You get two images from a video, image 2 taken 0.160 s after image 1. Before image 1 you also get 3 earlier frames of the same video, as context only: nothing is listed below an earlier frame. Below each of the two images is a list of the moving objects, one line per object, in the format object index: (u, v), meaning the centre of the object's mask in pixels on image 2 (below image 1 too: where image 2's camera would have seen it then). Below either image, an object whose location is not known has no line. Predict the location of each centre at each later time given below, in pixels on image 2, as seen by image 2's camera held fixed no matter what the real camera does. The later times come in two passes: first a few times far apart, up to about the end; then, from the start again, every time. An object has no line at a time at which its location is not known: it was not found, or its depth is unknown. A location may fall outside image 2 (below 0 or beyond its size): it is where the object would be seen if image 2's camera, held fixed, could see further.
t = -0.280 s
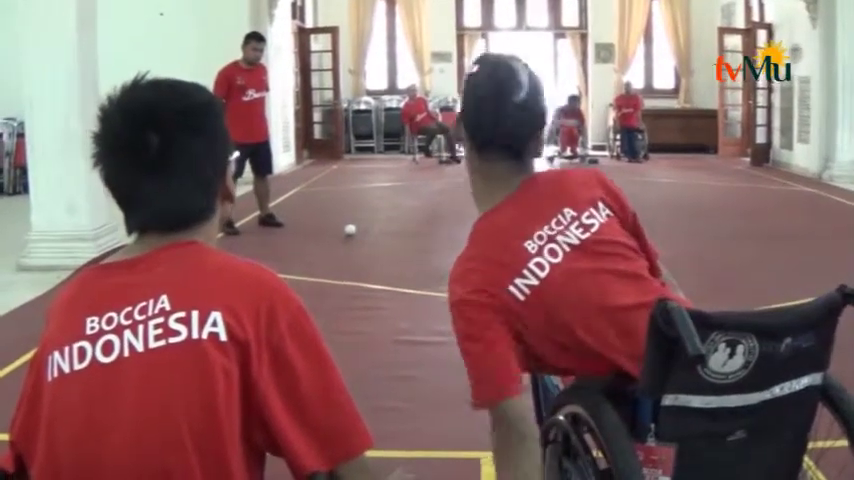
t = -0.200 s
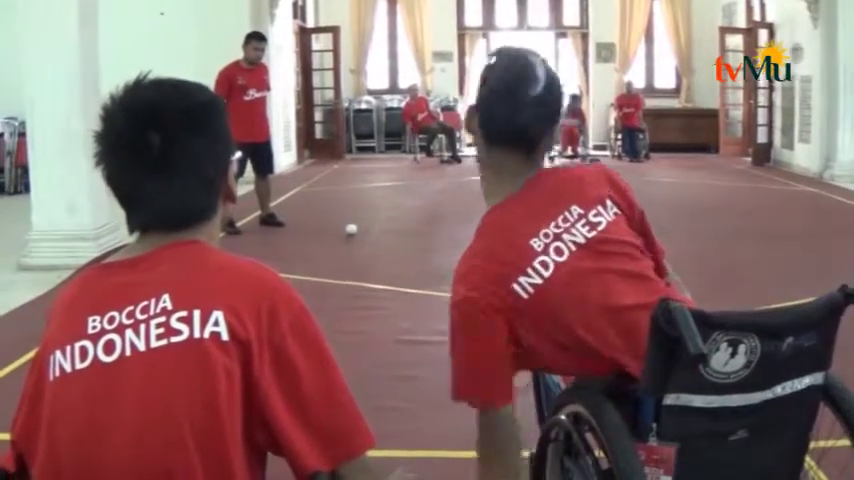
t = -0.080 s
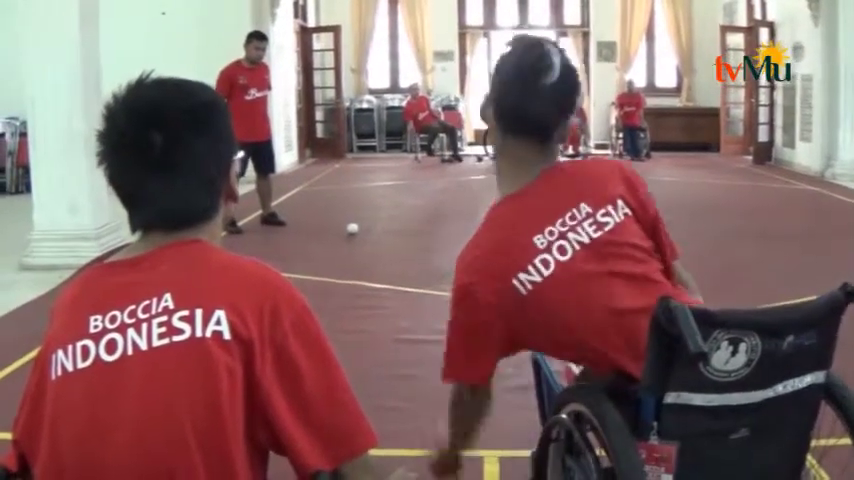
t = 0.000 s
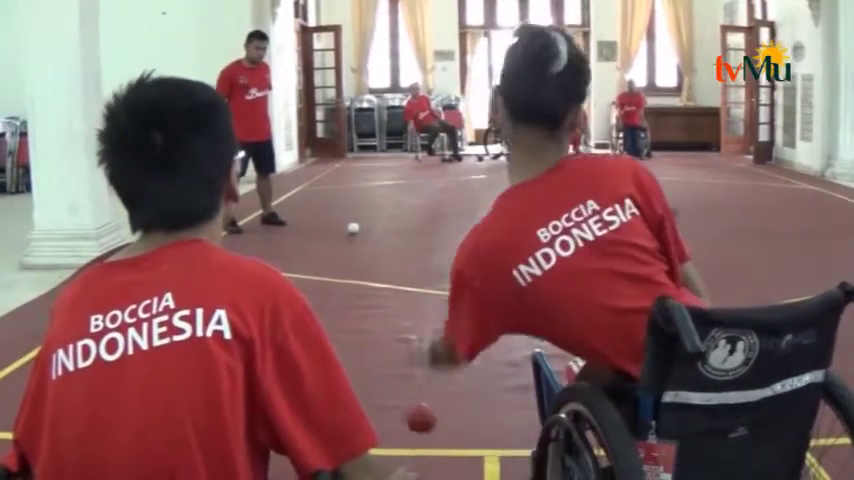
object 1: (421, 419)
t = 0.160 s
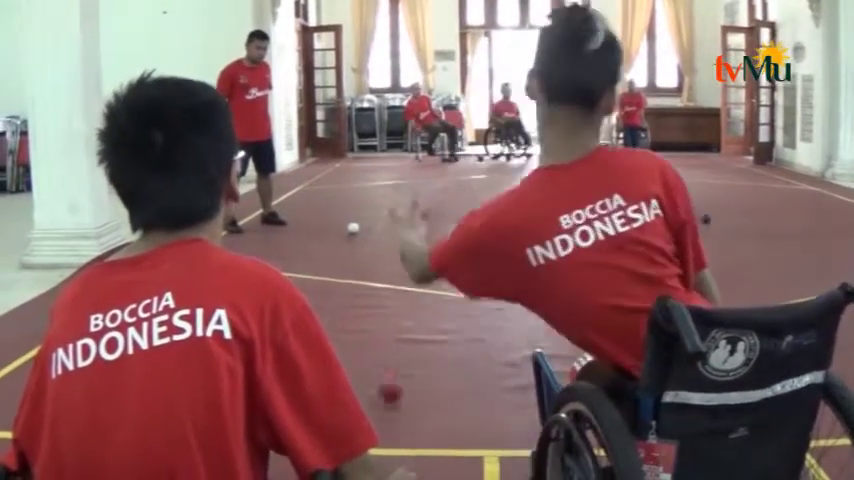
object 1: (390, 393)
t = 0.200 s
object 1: (386, 376)
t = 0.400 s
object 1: (370, 339)
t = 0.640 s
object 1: (356, 310)
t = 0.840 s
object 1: (348, 292)
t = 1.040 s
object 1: (344, 277)
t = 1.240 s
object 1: (338, 266)
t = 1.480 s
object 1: (334, 256)
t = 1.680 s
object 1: (330, 250)
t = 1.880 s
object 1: (327, 244)
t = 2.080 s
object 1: (325, 241)
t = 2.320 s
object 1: (323, 238)
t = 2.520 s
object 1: (322, 237)
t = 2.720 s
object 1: (321, 237)
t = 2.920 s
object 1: (321, 236)
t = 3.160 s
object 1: (321, 236)
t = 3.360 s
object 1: (321, 236)
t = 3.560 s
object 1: (321, 236)
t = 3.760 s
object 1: (321, 236)
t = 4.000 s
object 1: (321, 236)
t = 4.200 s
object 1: (321, 237)
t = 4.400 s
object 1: (321, 237)
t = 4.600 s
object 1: (320, 237)
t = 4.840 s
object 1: (321, 237)
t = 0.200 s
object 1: (386, 376)
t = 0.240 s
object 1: (382, 363)
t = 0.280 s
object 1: (378, 358)
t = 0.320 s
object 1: (376, 355)
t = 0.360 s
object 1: (373, 348)
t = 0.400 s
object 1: (370, 339)
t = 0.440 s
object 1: (367, 333)
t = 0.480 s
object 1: (364, 331)
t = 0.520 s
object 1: (362, 325)
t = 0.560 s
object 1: (360, 319)
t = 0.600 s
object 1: (358, 316)
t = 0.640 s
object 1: (356, 310)
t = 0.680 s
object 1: (355, 305)
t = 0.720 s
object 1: (353, 302)
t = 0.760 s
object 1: (352, 298)
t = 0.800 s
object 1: (350, 295)
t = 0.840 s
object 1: (348, 292)
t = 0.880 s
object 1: (347, 287)
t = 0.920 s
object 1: (347, 285)
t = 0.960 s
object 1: (346, 282)
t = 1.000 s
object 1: (345, 279)
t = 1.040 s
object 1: (344, 277)
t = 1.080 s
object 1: (343, 273)
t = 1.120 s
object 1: (341, 272)
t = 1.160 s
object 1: (339, 270)
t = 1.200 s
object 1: (338, 268)
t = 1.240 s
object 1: (338, 266)
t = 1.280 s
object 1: (338, 265)
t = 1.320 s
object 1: (336, 263)
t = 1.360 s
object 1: (335, 262)
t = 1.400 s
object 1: (334, 259)
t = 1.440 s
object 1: (334, 258)
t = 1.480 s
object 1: (334, 256)
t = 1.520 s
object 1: (333, 254)
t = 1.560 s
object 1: (333, 254)
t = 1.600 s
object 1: (331, 252)
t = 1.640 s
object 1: (331, 251)
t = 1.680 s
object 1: (330, 250)
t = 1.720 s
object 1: (330, 249)
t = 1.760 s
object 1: (329, 248)
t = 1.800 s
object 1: (328, 247)
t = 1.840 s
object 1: (328, 245)
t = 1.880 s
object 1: (327, 244)
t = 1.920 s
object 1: (327, 243)
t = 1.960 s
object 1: (326, 243)
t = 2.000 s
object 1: (326, 243)
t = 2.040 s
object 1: (326, 242)
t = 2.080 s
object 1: (325, 241)
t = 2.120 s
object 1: (325, 241)
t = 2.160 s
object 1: (324, 240)
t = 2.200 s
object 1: (324, 240)
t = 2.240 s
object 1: (324, 240)
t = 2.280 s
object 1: (324, 238)
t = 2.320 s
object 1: (323, 238)
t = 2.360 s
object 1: (323, 238)
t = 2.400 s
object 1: (323, 238)
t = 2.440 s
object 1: (322, 237)
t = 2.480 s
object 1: (322, 238)
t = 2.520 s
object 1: (322, 237)
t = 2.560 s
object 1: (321, 237)
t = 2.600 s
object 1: (322, 237)
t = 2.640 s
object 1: (322, 237)
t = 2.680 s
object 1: (322, 237)
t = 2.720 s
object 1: (321, 237)
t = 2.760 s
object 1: (321, 237)
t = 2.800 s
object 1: (321, 237)
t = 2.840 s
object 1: (321, 237)
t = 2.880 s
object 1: (321, 236)
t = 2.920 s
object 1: (321, 236)
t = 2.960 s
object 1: (321, 236)
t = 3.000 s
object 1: (321, 236)
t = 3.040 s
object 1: (321, 236)
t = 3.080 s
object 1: (321, 236)
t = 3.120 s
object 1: (321, 236)
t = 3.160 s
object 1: (321, 236)
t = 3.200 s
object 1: (321, 236)
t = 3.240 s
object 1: (321, 237)
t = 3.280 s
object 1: (321, 236)
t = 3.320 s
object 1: (321, 237)
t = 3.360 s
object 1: (321, 236)
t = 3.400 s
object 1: (321, 236)
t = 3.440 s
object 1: (321, 236)
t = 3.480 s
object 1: (321, 236)
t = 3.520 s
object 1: (321, 236)
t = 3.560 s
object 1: (321, 236)
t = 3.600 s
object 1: (321, 236)
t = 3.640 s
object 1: (321, 236)
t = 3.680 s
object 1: (321, 236)
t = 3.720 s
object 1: (321, 236)
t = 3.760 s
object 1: (321, 236)
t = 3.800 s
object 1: (321, 236)
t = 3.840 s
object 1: (321, 237)
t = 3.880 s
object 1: (321, 237)
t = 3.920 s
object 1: (321, 237)
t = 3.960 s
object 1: (321, 236)
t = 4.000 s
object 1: (321, 236)
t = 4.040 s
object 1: (321, 237)
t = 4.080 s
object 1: (321, 237)
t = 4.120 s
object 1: (321, 237)
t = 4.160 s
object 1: (321, 237)
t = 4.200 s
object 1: (321, 237)
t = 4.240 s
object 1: (321, 237)
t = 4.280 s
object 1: (321, 237)
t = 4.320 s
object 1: (321, 237)
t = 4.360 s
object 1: (321, 237)
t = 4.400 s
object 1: (321, 237)
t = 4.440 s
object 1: (321, 237)
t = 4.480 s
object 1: (321, 237)
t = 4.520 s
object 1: (320, 237)
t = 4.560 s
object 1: (321, 237)
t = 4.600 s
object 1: (320, 237)
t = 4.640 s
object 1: (321, 237)
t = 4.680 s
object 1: (320, 237)
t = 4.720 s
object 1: (320, 237)
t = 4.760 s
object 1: (320, 237)
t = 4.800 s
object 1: (321, 237)
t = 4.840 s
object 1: (321, 237)
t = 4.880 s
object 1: (320, 237)
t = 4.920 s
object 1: (320, 237)
